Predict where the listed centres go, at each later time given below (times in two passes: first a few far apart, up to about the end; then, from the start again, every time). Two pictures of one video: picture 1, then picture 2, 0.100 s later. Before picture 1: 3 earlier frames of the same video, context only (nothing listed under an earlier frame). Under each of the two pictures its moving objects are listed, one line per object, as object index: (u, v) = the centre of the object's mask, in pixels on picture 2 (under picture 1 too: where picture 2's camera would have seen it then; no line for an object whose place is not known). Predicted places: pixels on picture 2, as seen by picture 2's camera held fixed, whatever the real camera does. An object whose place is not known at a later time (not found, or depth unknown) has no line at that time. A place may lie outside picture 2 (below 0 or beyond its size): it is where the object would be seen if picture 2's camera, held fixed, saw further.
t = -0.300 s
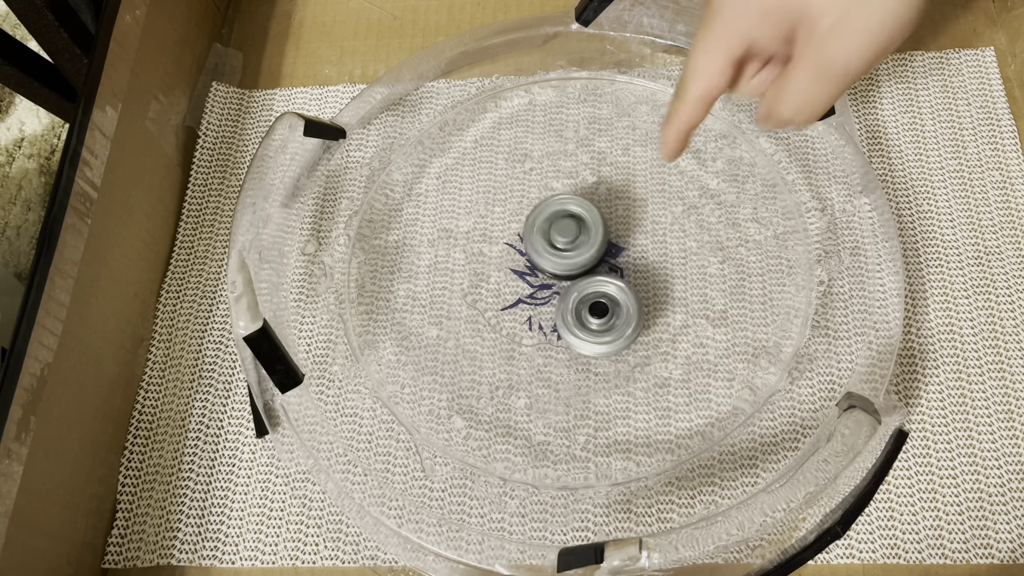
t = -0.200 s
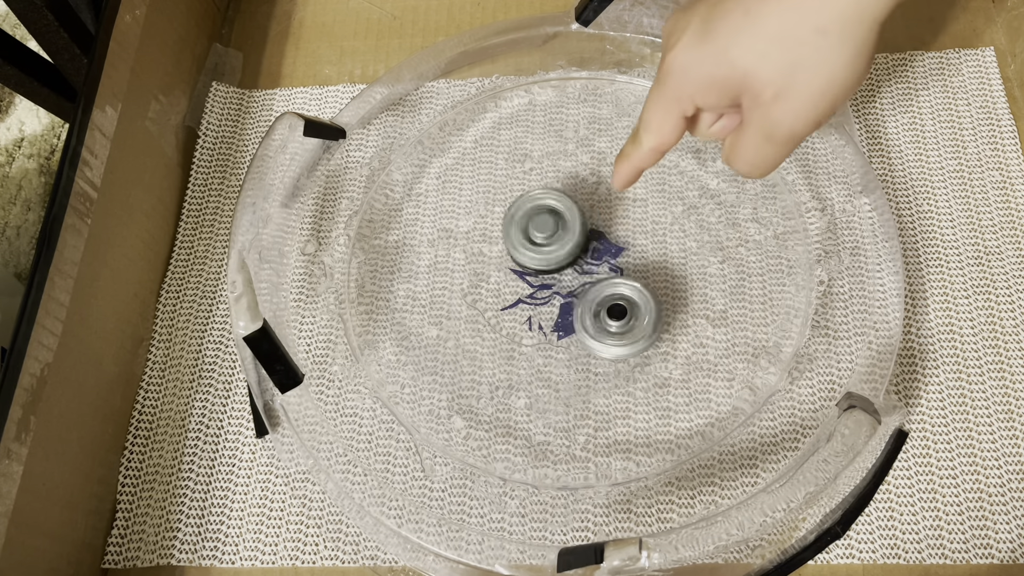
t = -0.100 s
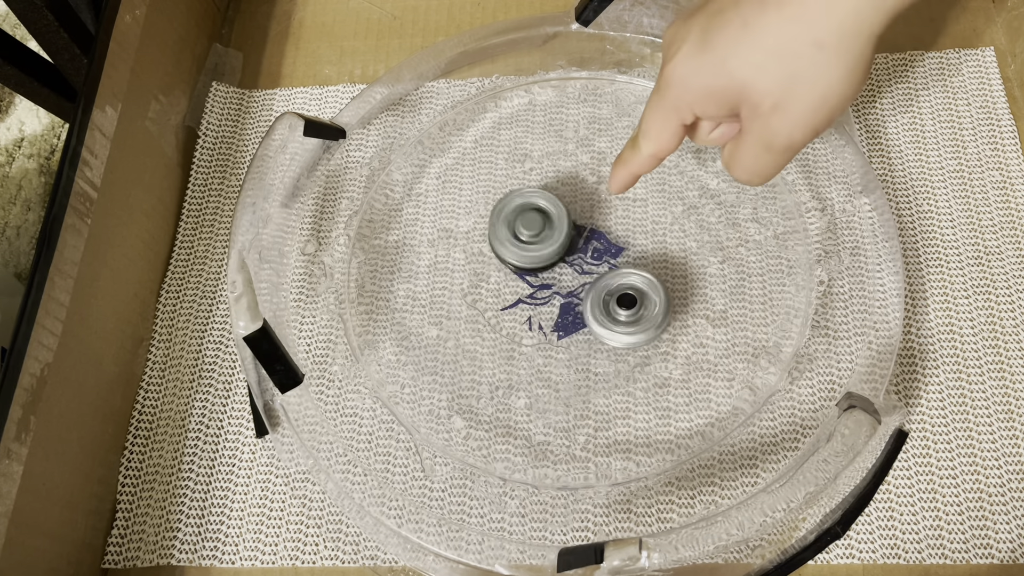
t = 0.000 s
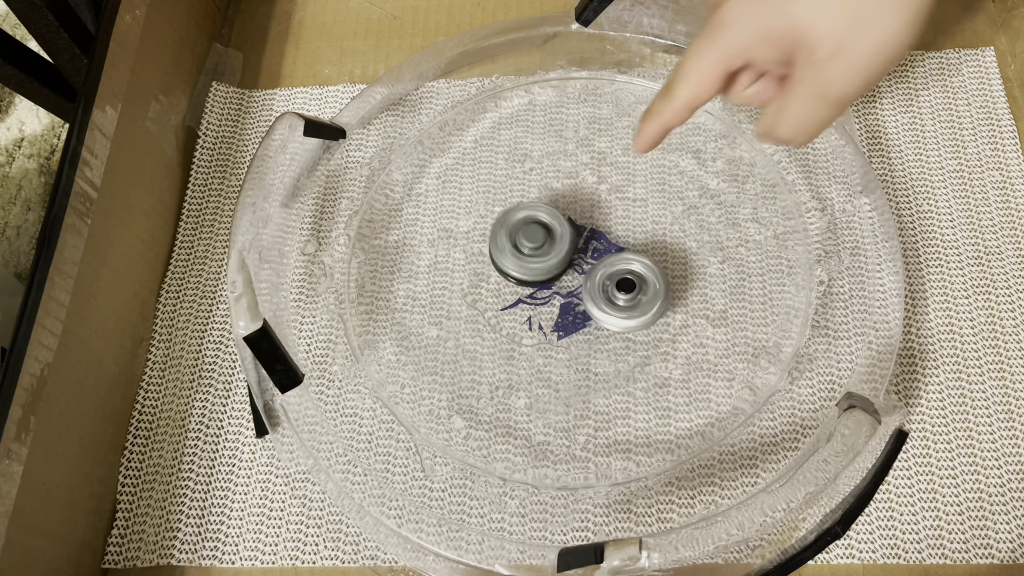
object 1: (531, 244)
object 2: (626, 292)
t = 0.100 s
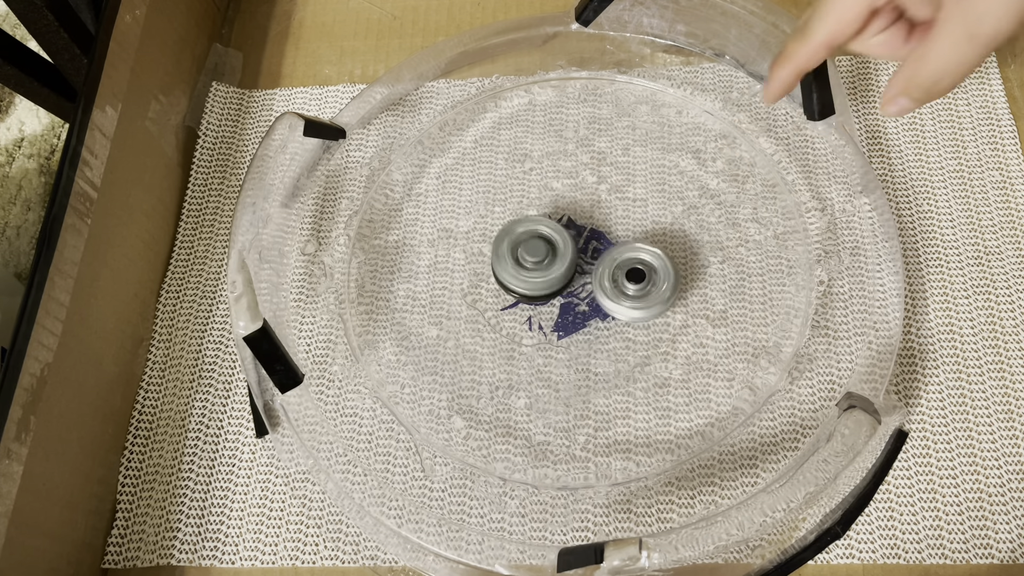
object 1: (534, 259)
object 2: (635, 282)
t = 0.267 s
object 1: (511, 265)
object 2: (692, 249)
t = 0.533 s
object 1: (558, 264)
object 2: (669, 215)
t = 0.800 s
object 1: (548, 276)
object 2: (645, 171)
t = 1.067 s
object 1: (572, 267)
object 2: (578, 179)
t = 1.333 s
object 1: (571, 275)
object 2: (529, 193)
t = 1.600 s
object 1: (580, 276)
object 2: (504, 226)
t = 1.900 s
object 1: (637, 272)
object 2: (455, 256)
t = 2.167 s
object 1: (573, 268)
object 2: (485, 282)
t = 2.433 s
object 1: (633, 268)
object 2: (464, 306)
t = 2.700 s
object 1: (570, 245)
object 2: (506, 316)
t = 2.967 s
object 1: (532, 249)
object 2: (560, 342)
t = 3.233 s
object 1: (620, 252)
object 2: (592, 337)
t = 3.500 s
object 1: (560, 230)
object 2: (603, 316)
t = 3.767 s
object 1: (527, 280)
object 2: (620, 283)
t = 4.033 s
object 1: (545, 259)
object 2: (641, 270)
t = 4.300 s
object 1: (532, 261)
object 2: (623, 263)
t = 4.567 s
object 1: (533, 247)
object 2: (634, 243)
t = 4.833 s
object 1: (539, 246)
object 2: (628, 245)
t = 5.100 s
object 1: (532, 270)
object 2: (635, 251)
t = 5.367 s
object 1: (541, 267)
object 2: (633, 240)
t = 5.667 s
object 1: (548, 263)
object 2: (629, 233)
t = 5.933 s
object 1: (542, 274)
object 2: (634, 232)
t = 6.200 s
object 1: (554, 279)
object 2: (631, 229)
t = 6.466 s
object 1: (552, 284)
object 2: (633, 216)
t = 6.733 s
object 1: (560, 273)
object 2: (626, 212)
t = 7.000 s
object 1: (547, 263)
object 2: (622, 212)
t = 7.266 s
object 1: (546, 265)
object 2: (617, 207)
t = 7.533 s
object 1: (551, 288)
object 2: (606, 209)
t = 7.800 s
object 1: (557, 278)
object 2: (600, 208)
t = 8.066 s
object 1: (561, 275)
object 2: (596, 201)
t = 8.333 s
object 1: (561, 276)
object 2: (591, 202)
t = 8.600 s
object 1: (555, 290)
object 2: (582, 201)
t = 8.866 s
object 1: (556, 284)
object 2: (573, 201)
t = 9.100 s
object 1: (556, 288)
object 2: (568, 202)
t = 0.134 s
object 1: (536, 261)
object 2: (635, 276)
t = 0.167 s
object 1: (541, 263)
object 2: (634, 270)
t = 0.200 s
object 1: (534, 264)
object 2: (649, 264)
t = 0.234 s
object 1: (514, 266)
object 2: (685, 256)
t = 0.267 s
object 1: (511, 265)
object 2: (692, 249)
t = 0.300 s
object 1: (509, 264)
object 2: (693, 242)
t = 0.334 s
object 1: (509, 263)
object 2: (693, 236)
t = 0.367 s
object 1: (511, 264)
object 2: (693, 231)
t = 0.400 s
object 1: (517, 265)
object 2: (691, 226)
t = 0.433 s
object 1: (526, 266)
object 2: (688, 221)
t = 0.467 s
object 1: (537, 266)
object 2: (682, 218)
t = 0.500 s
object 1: (547, 264)
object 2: (676, 216)
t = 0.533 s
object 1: (558, 264)
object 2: (669, 215)
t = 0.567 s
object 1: (569, 261)
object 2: (660, 214)
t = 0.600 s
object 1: (579, 258)
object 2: (653, 213)
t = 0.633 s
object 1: (562, 271)
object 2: (678, 188)
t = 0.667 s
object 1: (558, 273)
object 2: (680, 179)
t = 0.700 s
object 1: (554, 274)
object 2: (672, 176)
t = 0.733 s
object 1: (550, 275)
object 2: (663, 174)
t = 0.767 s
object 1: (548, 275)
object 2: (654, 172)
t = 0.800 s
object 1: (548, 276)
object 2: (645, 171)
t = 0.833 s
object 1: (550, 276)
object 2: (636, 172)
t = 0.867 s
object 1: (552, 275)
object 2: (626, 172)
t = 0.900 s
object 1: (555, 272)
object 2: (618, 173)
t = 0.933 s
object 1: (558, 271)
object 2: (609, 176)
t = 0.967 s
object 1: (562, 268)
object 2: (601, 178)
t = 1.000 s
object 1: (566, 265)
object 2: (593, 181)
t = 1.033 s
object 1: (570, 262)
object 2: (584, 184)
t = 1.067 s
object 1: (572, 267)
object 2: (578, 179)
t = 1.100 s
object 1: (571, 273)
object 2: (573, 174)
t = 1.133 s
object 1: (571, 276)
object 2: (565, 176)
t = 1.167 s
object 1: (571, 277)
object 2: (558, 177)
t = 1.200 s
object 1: (571, 278)
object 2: (551, 180)
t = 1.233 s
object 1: (571, 278)
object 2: (546, 182)
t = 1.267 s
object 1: (571, 278)
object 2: (540, 185)
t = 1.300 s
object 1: (571, 277)
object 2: (533, 189)
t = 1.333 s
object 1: (571, 275)
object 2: (529, 193)
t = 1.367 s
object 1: (571, 272)
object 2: (526, 197)
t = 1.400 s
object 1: (570, 270)
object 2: (523, 203)
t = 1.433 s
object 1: (572, 271)
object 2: (516, 203)
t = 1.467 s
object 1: (576, 274)
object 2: (511, 204)
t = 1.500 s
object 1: (577, 276)
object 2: (508, 209)
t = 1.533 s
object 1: (579, 277)
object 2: (506, 214)
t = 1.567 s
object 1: (580, 277)
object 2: (504, 220)
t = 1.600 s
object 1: (580, 276)
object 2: (504, 226)
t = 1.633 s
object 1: (580, 274)
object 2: (504, 232)
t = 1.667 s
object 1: (582, 274)
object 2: (503, 236)
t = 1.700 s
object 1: (584, 274)
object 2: (501, 241)
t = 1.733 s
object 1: (586, 273)
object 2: (503, 247)
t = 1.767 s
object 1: (588, 272)
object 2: (501, 252)
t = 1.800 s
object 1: (618, 277)
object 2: (467, 246)
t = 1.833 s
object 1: (626, 277)
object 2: (458, 246)
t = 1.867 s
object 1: (633, 276)
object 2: (456, 251)
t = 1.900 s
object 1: (637, 272)
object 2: (455, 256)
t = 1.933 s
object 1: (638, 267)
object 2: (455, 261)
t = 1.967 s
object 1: (634, 262)
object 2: (457, 265)
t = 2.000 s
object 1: (627, 258)
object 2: (460, 269)
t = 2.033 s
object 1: (617, 257)
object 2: (466, 272)
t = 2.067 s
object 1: (606, 257)
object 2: (473, 275)
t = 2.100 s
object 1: (593, 259)
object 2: (480, 278)
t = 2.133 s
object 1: (579, 265)
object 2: (487, 280)
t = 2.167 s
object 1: (573, 268)
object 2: (485, 282)
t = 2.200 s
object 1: (572, 271)
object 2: (483, 285)
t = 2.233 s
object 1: (574, 275)
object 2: (481, 287)
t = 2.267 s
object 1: (578, 281)
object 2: (485, 292)
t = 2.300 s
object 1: (582, 283)
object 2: (490, 295)
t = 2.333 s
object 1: (587, 284)
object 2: (497, 297)
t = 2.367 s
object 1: (590, 284)
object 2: (503, 299)
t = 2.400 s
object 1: (621, 276)
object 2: (471, 304)
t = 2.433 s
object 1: (633, 268)
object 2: (464, 306)
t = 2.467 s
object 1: (642, 263)
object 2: (465, 310)
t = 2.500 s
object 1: (644, 257)
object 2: (467, 313)
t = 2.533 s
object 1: (643, 251)
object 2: (471, 315)
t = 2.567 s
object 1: (637, 247)
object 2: (477, 316)
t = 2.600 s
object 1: (626, 244)
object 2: (484, 316)
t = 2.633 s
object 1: (610, 243)
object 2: (491, 317)
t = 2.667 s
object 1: (590, 244)
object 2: (498, 316)
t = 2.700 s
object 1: (570, 245)
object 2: (506, 316)
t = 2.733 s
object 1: (551, 242)
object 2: (511, 320)
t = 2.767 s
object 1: (541, 232)
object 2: (508, 337)
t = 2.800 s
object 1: (534, 231)
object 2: (518, 340)
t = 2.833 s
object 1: (529, 231)
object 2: (529, 340)
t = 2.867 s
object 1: (525, 234)
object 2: (539, 341)
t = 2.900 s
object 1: (524, 238)
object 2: (546, 341)
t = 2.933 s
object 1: (526, 244)
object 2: (554, 341)
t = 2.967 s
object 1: (532, 249)
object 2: (560, 342)
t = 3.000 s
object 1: (539, 252)
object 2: (564, 342)
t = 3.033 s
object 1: (551, 254)
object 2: (569, 342)
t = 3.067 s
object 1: (565, 257)
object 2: (574, 342)
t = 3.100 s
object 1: (580, 259)
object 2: (579, 342)
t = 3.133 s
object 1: (594, 259)
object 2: (583, 341)
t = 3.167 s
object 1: (606, 258)
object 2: (587, 339)
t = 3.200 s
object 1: (614, 256)
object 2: (591, 336)
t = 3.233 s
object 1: (620, 252)
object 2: (592, 337)
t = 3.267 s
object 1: (624, 242)
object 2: (593, 335)
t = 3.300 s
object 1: (623, 234)
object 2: (595, 331)
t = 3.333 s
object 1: (620, 229)
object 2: (597, 327)
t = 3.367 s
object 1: (614, 227)
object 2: (598, 322)
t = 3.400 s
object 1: (604, 228)
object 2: (600, 317)
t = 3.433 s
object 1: (592, 230)
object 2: (601, 312)
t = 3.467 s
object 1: (576, 227)
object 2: (601, 319)
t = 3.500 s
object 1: (560, 230)
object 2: (603, 316)
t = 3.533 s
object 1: (545, 235)
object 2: (606, 313)
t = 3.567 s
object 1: (533, 240)
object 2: (608, 308)
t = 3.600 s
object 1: (523, 245)
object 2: (609, 304)
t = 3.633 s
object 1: (518, 252)
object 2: (611, 299)
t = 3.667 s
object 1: (515, 259)
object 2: (613, 295)
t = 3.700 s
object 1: (518, 266)
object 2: (614, 291)
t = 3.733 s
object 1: (521, 273)
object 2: (616, 287)
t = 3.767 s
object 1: (527, 280)
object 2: (620, 283)
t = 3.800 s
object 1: (532, 285)
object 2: (625, 281)
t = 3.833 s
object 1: (539, 283)
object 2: (632, 278)
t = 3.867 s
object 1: (541, 283)
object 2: (636, 277)
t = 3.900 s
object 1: (544, 281)
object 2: (639, 274)
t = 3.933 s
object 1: (546, 275)
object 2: (641, 273)
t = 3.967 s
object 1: (547, 270)
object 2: (642, 272)
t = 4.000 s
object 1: (546, 264)
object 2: (642, 271)
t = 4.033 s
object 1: (545, 259)
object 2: (641, 270)
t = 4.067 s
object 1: (543, 258)
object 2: (639, 270)
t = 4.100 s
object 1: (543, 256)
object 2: (635, 270)
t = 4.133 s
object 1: (543, 256)
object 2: (632, 269)
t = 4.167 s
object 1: (531, 257)
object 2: (635, 271)
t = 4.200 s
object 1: (529, 260)
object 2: (631, 269)
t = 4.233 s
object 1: (530, 259)
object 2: (627, 267)
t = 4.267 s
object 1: (531, 260)
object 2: (624, 265)
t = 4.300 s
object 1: (532, 261)
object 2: (623, 263)
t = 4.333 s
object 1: (533, 259)
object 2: (623, 261)
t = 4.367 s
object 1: (531, 256)
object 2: (627, 258)
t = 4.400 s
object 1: (532, 255)
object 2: (628, 254)
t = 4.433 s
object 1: (535, 250)
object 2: (628, 251)
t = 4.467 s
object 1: (534, 249)
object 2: (628, 248)
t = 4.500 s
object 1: (537, 249)
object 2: (627, 245)
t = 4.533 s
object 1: (540, 248)
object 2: (627, 243)
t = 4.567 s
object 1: (533, 247)
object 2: (634, 243)
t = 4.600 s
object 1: (533, 249)
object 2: (635, 241)
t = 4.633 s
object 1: (535, 246)
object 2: (634, 241)
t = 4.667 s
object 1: (536, 245)
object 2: (633, 240)
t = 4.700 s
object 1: (537, 246)
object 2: (631, 240)
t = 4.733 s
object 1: (542, 246)
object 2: (629, 241)
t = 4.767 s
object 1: (541, 245)
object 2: (629, 242)
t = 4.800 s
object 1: (540, 244)
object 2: (629, 244)
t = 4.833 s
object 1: (539, 246)
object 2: (628, 245)
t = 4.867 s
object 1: (535, 246)
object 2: (629, 248)
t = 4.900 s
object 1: (536, 250)
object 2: (628, 248)
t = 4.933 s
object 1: (537, 254)
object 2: (625, 249)
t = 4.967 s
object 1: (535, 257)
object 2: (630, 252)
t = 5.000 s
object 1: (534, 262)
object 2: (627, 252)
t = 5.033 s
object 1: (534, 263)
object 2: (634, 252)
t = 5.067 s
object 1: (529, 268)
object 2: (639, 253)
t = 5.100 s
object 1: (532, 270)
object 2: (635, 251)
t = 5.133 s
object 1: (534, 270)
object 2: (632, 250)
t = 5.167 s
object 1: (536, 271)
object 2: (629, 249)
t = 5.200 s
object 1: (542, 270)
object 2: (627, 248)
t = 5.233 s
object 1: (539, 269)
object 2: (631, 245)
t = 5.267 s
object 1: (537, 269)
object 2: (636, 243)
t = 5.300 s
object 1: (538, 270)
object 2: (636, 243)
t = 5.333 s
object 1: (540, 268)
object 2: (634, 242)
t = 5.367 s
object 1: (541, 267)
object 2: (633, 240)
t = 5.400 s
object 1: (542, 265)
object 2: (632, 240)
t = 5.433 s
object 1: (545, 263)
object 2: (630, 237)
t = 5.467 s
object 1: (545, 262)
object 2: (630, 237)
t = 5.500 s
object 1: (545, 263)
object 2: (629, 236)
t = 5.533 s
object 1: (546, 263)
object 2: (629, 235)
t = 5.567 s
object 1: (546, 263)
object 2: (630, 235)
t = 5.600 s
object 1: (546, 262)
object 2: (629, 235)
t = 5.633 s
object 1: (547, 263)
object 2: (629, 233)
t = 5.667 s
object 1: (548, 263)
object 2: (629, 233)
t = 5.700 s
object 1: (546, 262)
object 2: (633, 232)
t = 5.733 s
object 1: (542, 264)
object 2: (638, 232)
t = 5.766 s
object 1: (539, 267)
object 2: (639, 233)
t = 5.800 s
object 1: (540, 271)
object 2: (637, 233)
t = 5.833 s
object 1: (539, 271)
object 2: (636, 232)
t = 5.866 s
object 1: (538, 273)
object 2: (636, 232)
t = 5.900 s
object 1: (539, 273)
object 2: (635, 233)
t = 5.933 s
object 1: (542, 274)
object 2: (634, 232)
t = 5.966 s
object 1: (542, 274)
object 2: (633, 232)
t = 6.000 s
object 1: (545, 276)
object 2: (632, 232)
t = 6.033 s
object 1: (547, 276)
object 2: (631, 232)
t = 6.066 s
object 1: (552, 275)
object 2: (630, 232)
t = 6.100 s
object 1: (554, 274)
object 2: (630, 231)
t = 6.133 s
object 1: (553, 276)
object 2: (632, 229)
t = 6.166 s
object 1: (552, 278)
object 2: (632, 229)
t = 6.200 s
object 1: (554, 279)
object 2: (631, 229)
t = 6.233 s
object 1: (556, 279)
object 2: (628, 228)
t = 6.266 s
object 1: (558, 279)
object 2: (627, 228)
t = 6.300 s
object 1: (558, 278)
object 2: (627, 226)
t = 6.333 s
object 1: (554, 279)
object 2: (633, 220)
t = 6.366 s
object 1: (552, 279)
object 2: (635, 217)
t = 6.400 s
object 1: (550, 281)
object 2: (635, 217)
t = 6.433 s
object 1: (549, 283)
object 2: (634, 216)
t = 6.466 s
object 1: (552, 284)
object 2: (633, 216)
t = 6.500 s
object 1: (553, 282)
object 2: (631, 215)
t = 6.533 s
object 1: (554, 281)
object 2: (632, 213)
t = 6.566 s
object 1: (554, 278)
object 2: (632, 213)
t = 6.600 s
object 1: (555, 278)
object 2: (630, 213)
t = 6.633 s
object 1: (556, 276)
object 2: (629, 213)
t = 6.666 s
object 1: (557, 275)
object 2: (628, 213)
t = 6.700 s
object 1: (559, 274)
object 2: (627, 213)
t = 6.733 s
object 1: (560, 273)
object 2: (626, 212)
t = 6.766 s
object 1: (561, 270)
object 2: (625, 213)
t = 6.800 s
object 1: (560, 267)
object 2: (624, 212)
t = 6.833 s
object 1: (559, 265)
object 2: (625, 210)
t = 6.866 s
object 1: (556, 265)
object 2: (627, 210)
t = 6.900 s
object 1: (552, 263)
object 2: (629, 210)
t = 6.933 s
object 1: (550, 261)
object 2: (628, 212)
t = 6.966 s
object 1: (549, 262)
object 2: (625, 213)
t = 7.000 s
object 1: (547, 263)
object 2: (622, 212)
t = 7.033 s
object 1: (546, 264)
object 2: (621, 211)
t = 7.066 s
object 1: (546, 263)
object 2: (620, 211)
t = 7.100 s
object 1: (546, 262)
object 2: (618, 211)
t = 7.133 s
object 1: (545, 262)
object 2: (617, 210)
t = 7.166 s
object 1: (546, 262)
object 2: (616, 210)
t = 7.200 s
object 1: (547, 262)
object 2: (615, 210)
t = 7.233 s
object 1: (548, 263)
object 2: (614, 209)
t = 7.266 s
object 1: (546, 265)
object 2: (617, 207)
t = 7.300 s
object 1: (545, 268)
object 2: (618, 208)
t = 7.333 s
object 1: (546, 271)
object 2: (616, 210)
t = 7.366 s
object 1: (549, 274)
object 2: (613, 210)
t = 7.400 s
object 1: (552, 277)
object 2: (611, 210)
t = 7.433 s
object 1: (552, 279)
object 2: (610, 209)
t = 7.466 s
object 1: (552, 282)
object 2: (610, 210)
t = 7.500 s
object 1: (552, 285)
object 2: (608, 210)
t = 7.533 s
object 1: (551, 288)
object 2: (606, 209)
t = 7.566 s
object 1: (552, 290)
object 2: (606, 209)
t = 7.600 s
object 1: (554, 289)
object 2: (605, 209)
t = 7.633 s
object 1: (555, 287)
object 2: (604, 209)
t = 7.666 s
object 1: (555, 285)
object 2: (603, 209)
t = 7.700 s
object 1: (556, 283)
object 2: (602, 209)
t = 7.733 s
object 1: (555, 281)
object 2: (601, 208)
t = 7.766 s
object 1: (556, 280)
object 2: (601, 208)
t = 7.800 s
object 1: (557, 278)
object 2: (600, 208)
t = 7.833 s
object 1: (557, 276)
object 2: (599, 208)
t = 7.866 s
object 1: (557, 274)
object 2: (599, 207)
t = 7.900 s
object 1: (557, 274)
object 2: (600, 204)
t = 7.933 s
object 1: (558, 274)
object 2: (600, 201)
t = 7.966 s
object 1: (559, 274)
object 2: (599, 200)
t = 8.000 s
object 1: (560, 274)
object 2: (599, 201)
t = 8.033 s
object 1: (561, 275)
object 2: (598, 201)
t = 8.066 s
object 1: (561, 275)
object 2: (596, 201)
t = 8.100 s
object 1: (561, 275)
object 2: (595, 201)
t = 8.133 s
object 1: (560, 274)
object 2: (594, 200)
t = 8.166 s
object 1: (561, 273)
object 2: (594, 200)
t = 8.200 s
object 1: (562, 274)
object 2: (594, 201)
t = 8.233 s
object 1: (562, 275)
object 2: (593, 200)
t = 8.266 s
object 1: (560, 277)
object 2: (592, 201)
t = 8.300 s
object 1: (560, 276)
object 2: (592, 201)
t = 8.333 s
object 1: (561, 276)
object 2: (591, 202)
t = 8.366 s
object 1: (562, 276)
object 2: (588, 202)
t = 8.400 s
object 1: (562, 275)
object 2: (587, 202)
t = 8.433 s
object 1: (559, 280)
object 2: (586, 200)
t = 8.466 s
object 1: (556, 284)
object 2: (586, 198)
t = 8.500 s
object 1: (556, 288)
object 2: (586, 198)
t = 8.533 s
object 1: (554, 291)
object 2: (585, 200)
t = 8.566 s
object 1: (554, 292)
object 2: (584, 201)
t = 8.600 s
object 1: (555, 290)
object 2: (582, 201)
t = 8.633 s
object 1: (555, 288)
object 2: (579, 201)
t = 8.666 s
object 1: (555, 286)
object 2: (579, 200)
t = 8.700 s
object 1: (555, 285)
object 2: (579, 199)
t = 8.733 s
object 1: (556, 284)
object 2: (578, 201)
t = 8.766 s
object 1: (557, 284)
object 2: (576, 202)
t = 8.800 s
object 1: (557, 283)
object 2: (574, 201)
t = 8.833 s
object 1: (557, 283)
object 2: (573, 201)
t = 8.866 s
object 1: (556, 284)
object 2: (573, 201)
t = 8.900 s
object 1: (556, 285)
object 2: (572, 201)
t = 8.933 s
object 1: (556, 285)
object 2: (572, 201)
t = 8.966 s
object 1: (556, 286)
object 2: (571, 201)
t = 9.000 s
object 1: (555, 287)
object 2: (570, 201)
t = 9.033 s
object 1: (556, 287)
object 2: (569, 202)
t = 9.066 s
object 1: (556, 288)
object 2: (568, 201)
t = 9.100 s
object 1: (556, 288)
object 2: (568, 202)
